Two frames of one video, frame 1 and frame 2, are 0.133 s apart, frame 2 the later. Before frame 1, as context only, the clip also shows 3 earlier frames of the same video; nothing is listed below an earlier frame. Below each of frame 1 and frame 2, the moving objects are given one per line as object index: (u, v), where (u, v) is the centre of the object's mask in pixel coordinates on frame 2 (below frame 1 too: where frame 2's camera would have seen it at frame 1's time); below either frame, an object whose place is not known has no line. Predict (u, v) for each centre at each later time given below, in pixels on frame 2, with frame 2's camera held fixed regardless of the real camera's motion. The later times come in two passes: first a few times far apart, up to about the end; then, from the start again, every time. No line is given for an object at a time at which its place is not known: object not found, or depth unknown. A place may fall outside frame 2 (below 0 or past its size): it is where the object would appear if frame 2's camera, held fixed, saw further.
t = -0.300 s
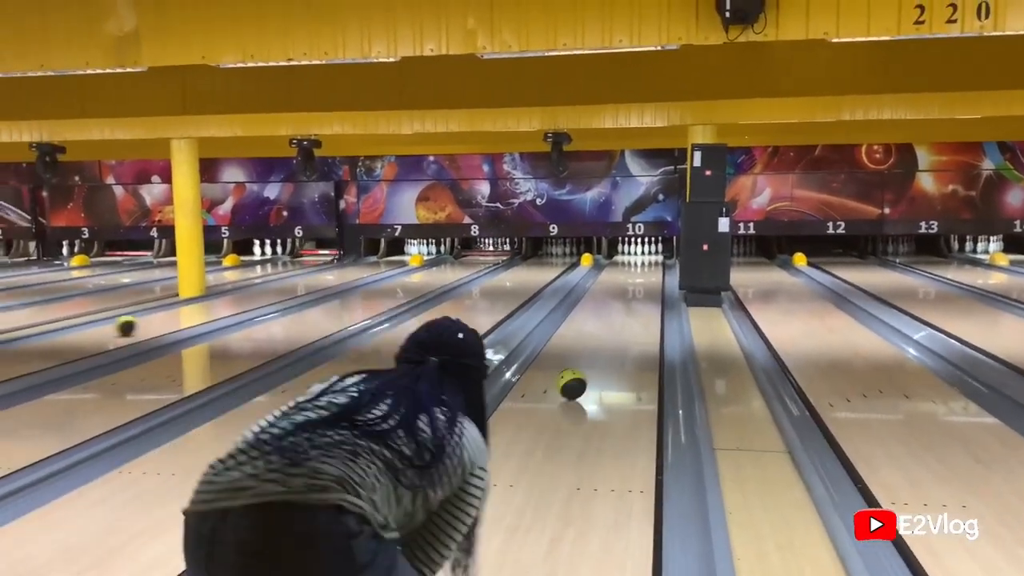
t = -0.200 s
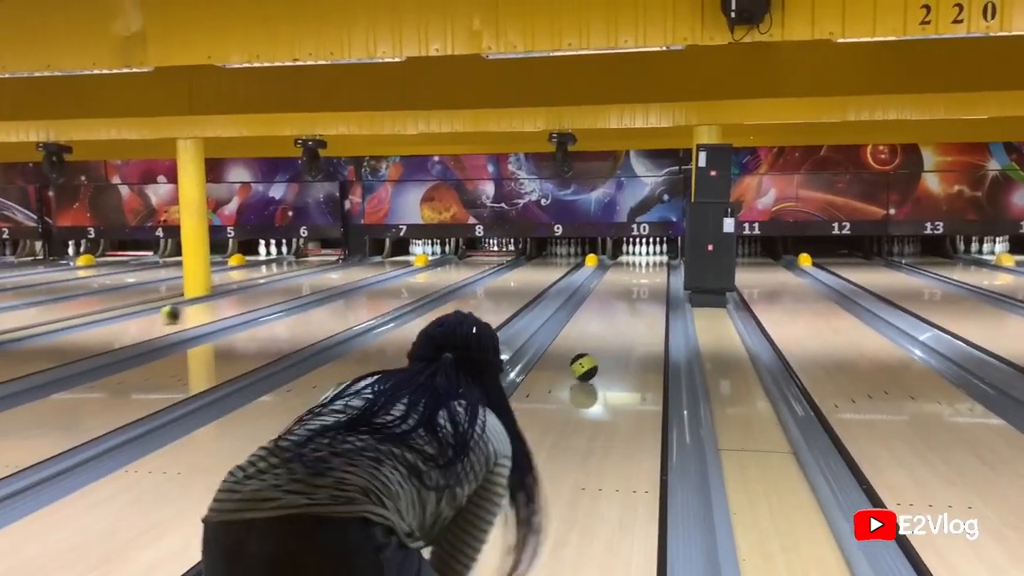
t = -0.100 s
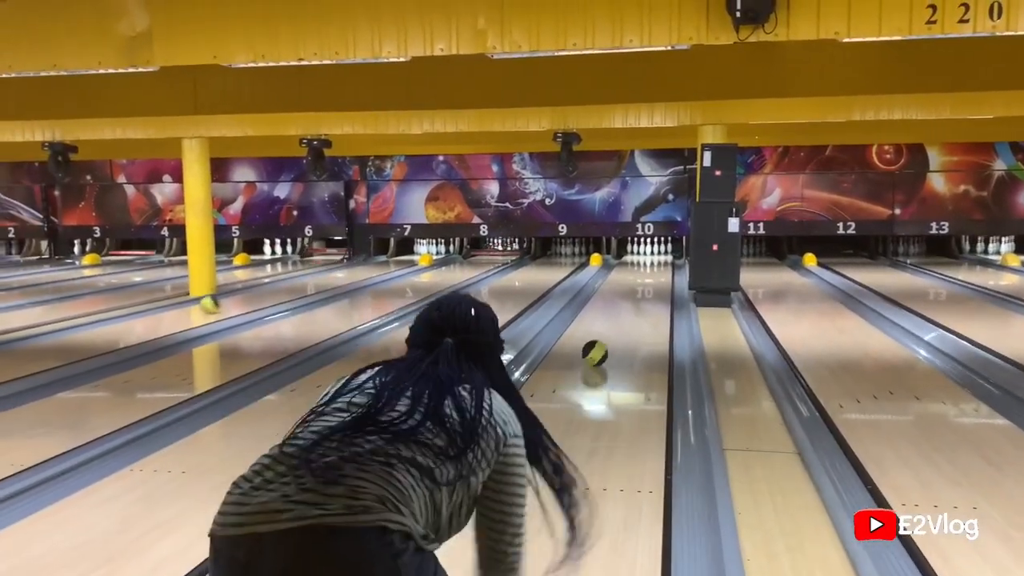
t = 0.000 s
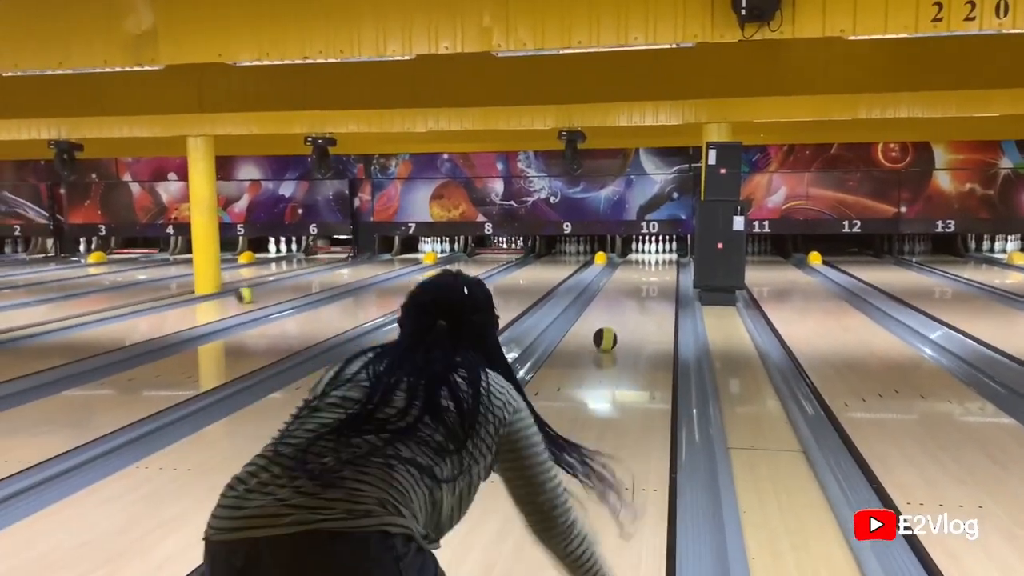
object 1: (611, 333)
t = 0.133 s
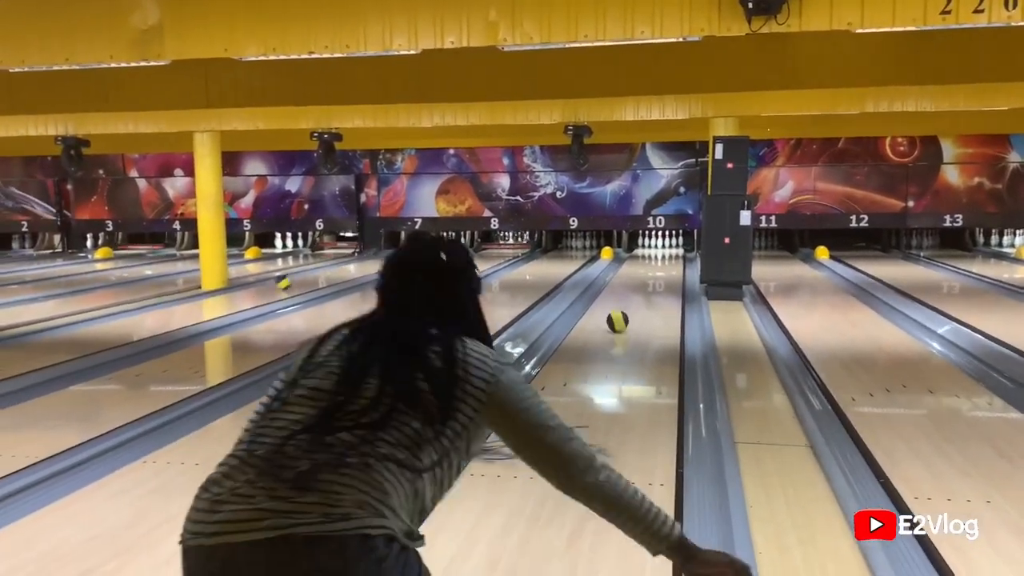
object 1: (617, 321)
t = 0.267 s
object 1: (623, 310)
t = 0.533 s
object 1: (631, 294)
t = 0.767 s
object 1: (637, 281)
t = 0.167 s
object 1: (619, 318)
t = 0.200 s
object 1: (620, 315)
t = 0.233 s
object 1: (621, 313)
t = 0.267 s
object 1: (623, 310)
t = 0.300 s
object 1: (624, 308)
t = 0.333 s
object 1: (625, 306)
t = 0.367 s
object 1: (625, 303)
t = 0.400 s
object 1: (626, 302)
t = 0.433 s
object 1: (627, 300)
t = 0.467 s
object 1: (629, 298)
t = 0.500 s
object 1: (629, 295)
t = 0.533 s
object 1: (631, 294)
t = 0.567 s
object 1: (632, 292)
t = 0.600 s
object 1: (632, 292)
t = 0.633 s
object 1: (634, 289)
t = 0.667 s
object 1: (635, 288)
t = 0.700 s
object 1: (636, 285)
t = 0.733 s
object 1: (636, 283)
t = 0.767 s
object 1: (637, 281)
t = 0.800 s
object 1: (638, 280)
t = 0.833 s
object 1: (639, 278)
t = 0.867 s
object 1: (641, 279)
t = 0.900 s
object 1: (641, 278)
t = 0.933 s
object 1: (642, 276)
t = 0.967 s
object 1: (642, 274)
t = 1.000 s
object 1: (643, 273)
